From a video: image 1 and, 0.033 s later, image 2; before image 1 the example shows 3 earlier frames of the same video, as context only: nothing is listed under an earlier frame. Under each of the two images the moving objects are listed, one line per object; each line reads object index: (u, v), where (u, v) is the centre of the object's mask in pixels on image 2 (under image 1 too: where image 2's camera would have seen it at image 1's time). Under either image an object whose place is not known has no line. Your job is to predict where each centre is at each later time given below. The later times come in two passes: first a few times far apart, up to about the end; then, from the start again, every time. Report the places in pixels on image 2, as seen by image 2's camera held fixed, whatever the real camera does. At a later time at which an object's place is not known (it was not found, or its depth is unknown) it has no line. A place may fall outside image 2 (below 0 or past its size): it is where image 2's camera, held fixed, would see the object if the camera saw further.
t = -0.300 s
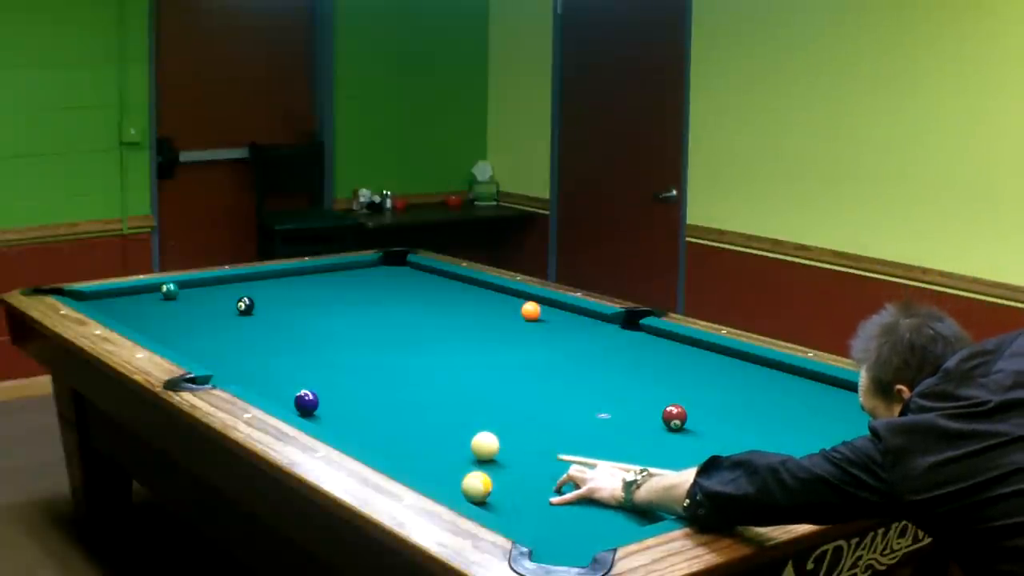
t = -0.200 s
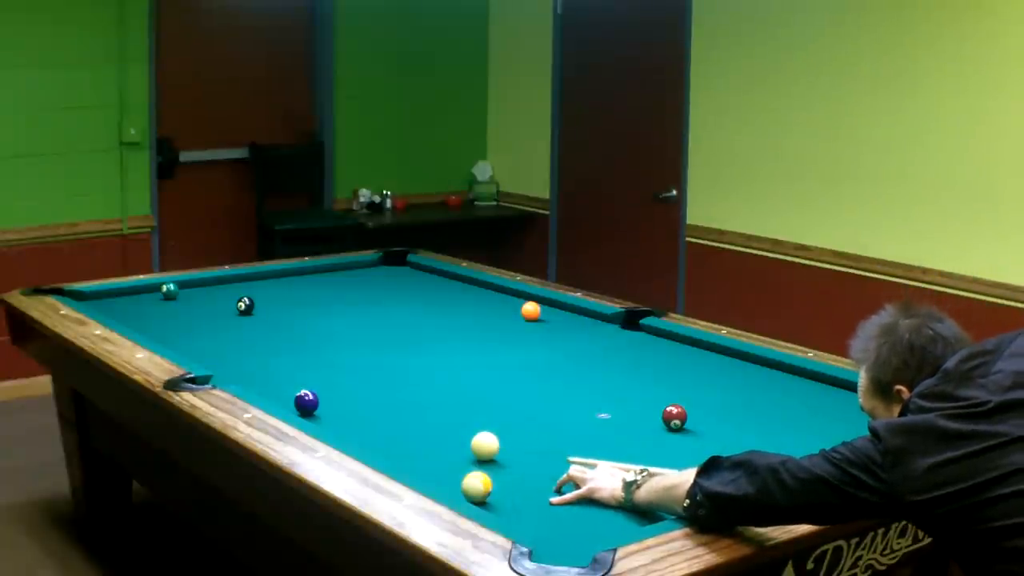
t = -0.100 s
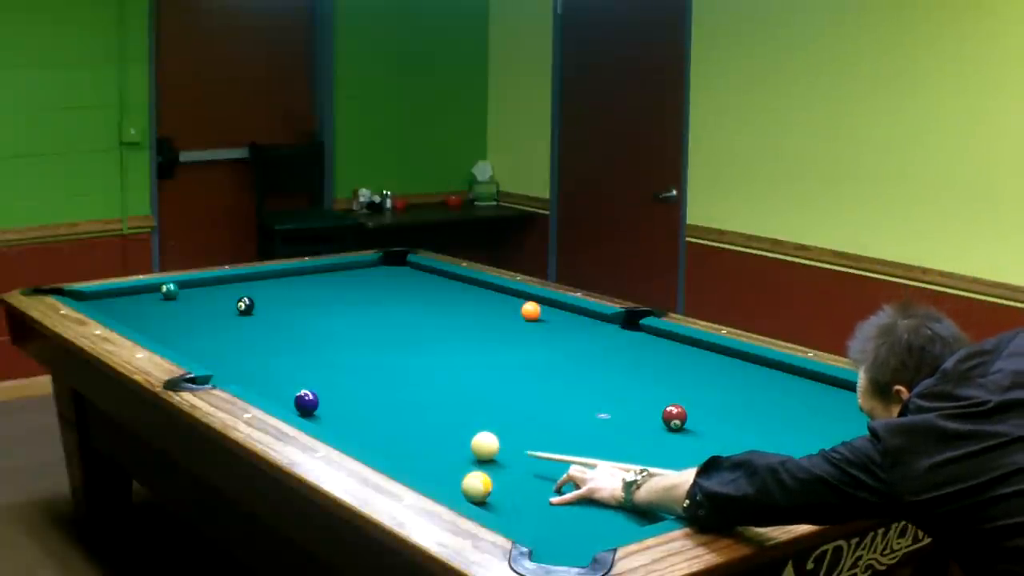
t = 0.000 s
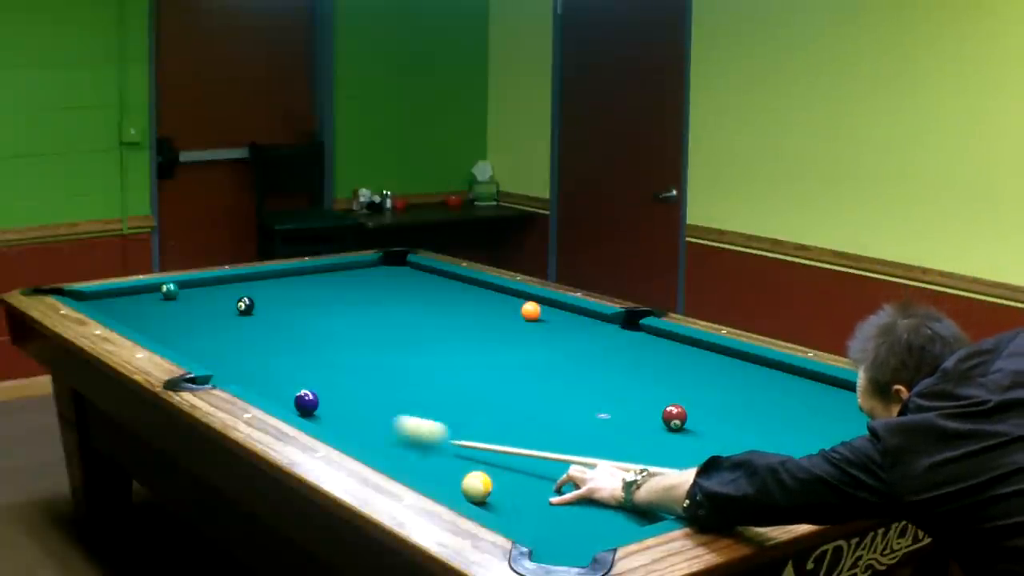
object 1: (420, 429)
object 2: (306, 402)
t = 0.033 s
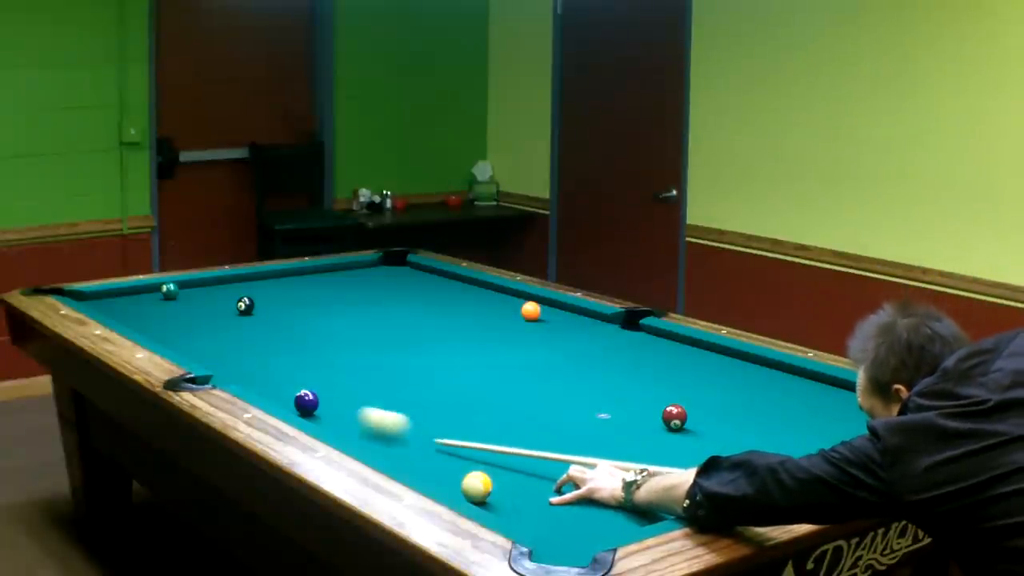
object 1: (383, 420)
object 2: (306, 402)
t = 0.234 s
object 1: (307, 407)
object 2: (236, 372)
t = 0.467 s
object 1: (341, 403)
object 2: (154, 334)
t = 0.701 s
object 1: (373, 397)
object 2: (102, 308)
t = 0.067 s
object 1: (350, 413)
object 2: (306, 402)
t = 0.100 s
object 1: (320, 408)
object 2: (299, 396)
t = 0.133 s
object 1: (307, 407)
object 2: (284, 392)
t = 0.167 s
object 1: (298, 407)
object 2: (268, 386)
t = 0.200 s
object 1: (301, 407)
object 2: (252, 379)
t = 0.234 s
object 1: (307, 407)
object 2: (236, 372)
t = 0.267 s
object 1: (312, 407)
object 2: (221, 365)
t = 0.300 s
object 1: (318, 407)
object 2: (207, 359)
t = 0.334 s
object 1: (322, 406)
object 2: (196, 353)
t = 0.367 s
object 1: (327, 405)
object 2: (184, 348)
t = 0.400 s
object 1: (332, 405)
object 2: (175, 343)
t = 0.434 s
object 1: (337, 404)
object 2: (165, 339)
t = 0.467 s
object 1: (341, 403)
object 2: (154, 334)
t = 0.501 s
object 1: (346, 402)
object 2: (146, 330)
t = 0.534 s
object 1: (351, 401)
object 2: (138, 326)
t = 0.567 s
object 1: (355, 400)
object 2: (129, 322)
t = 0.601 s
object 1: (359, 400)
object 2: (122, 318)
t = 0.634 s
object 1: (364, 399)
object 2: (115, 315)
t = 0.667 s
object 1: (368, 398)
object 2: (107, 311)
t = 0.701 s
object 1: (373, 397)
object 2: (102, 308)
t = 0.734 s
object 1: (377, 397)
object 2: (96, 304)
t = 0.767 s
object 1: (381, 396)
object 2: (90, 301)
